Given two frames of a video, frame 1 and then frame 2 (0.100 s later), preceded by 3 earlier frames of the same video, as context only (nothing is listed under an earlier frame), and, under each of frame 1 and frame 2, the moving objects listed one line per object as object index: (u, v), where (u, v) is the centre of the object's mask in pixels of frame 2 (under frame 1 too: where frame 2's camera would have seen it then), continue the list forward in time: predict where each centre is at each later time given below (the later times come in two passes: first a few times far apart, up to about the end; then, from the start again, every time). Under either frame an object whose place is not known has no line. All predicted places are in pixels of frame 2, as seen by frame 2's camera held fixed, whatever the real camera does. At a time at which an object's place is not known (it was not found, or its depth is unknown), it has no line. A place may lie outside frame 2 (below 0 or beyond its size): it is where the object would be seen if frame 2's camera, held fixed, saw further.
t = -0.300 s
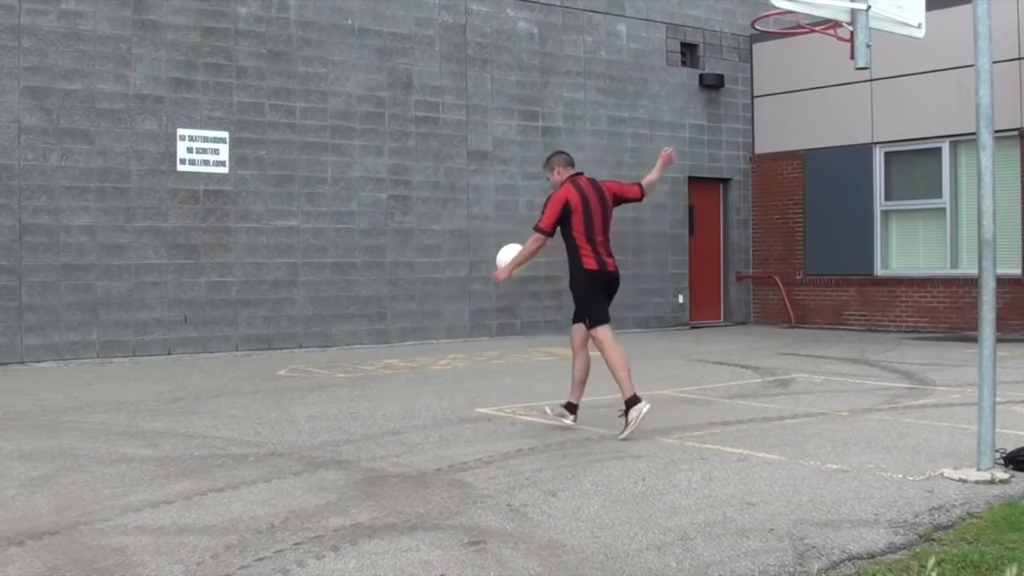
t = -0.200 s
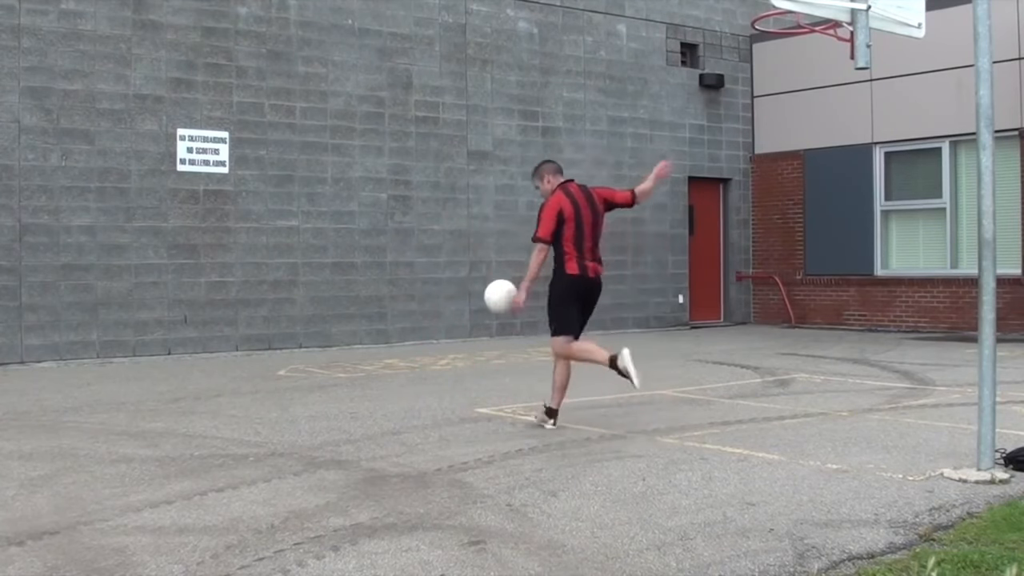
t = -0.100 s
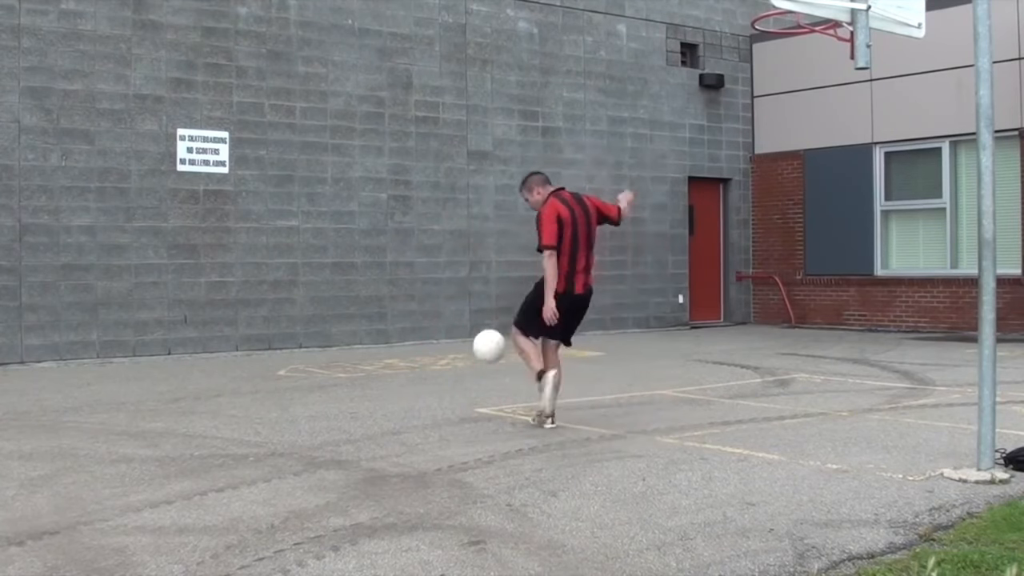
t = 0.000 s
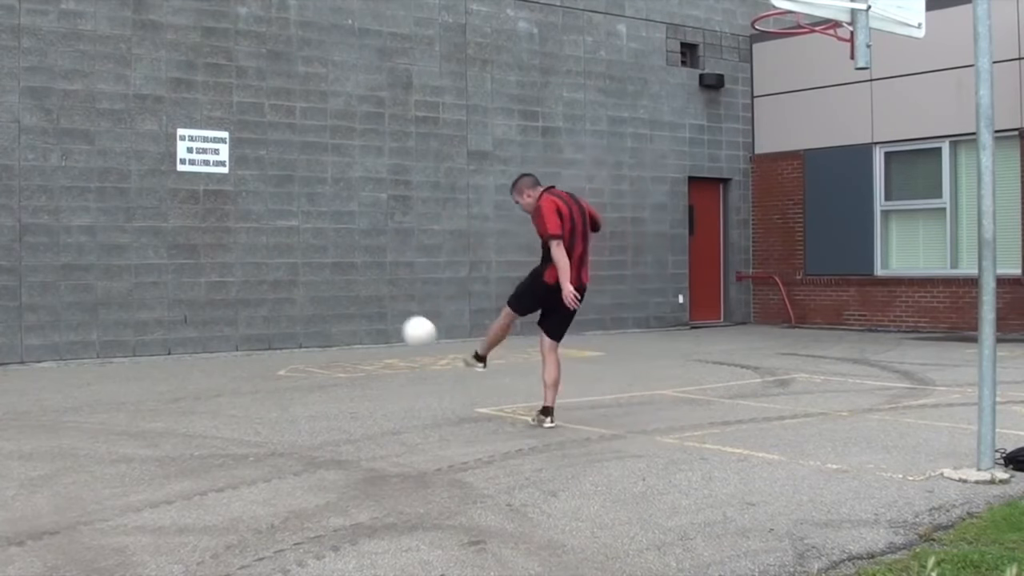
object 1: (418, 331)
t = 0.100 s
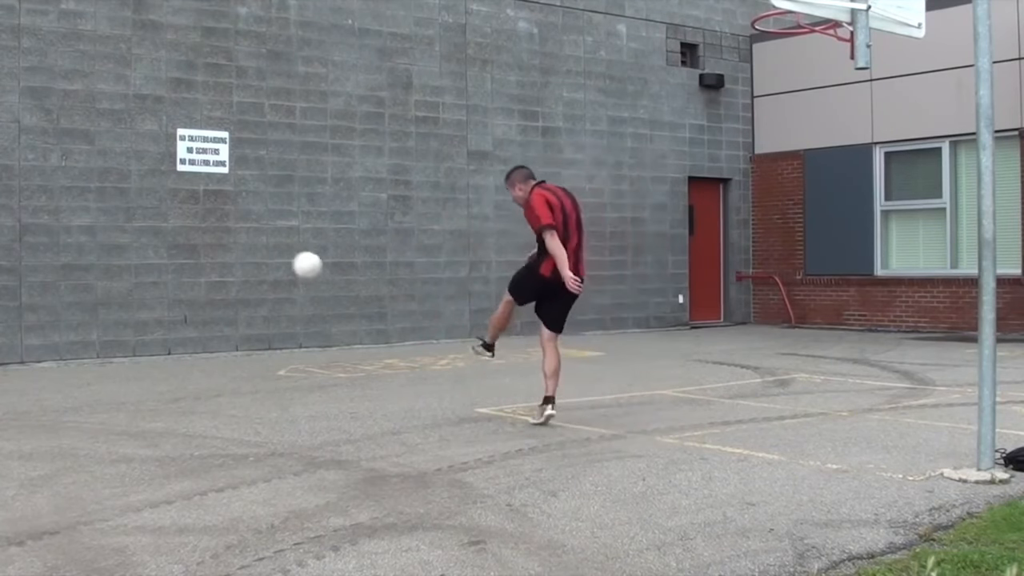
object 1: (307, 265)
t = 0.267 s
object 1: (169, 209)
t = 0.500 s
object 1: (161, 176)
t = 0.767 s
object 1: (310, 183)
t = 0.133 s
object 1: (275, 249)
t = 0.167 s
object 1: (246, 236)
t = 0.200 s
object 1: (219, 225)
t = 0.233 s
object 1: (194, 216)
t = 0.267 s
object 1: (169, 209)
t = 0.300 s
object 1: (147, 204)
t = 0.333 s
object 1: (126, 201)
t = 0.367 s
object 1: (107, 200)
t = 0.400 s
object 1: (118, 192)
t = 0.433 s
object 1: (132, 186)
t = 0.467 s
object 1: (146, 180)
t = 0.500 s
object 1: (161, 176)
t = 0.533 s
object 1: (176, 172)
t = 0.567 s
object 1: (194, 170)
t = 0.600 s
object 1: (210, 169)
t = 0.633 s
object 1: (229, 169)
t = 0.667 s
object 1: (247, 170)
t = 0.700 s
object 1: (268, 173)
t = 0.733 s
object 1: (289, 177)
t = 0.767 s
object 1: (310, 183)
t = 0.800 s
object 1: (333, 191)
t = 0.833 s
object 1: (357, 200)
